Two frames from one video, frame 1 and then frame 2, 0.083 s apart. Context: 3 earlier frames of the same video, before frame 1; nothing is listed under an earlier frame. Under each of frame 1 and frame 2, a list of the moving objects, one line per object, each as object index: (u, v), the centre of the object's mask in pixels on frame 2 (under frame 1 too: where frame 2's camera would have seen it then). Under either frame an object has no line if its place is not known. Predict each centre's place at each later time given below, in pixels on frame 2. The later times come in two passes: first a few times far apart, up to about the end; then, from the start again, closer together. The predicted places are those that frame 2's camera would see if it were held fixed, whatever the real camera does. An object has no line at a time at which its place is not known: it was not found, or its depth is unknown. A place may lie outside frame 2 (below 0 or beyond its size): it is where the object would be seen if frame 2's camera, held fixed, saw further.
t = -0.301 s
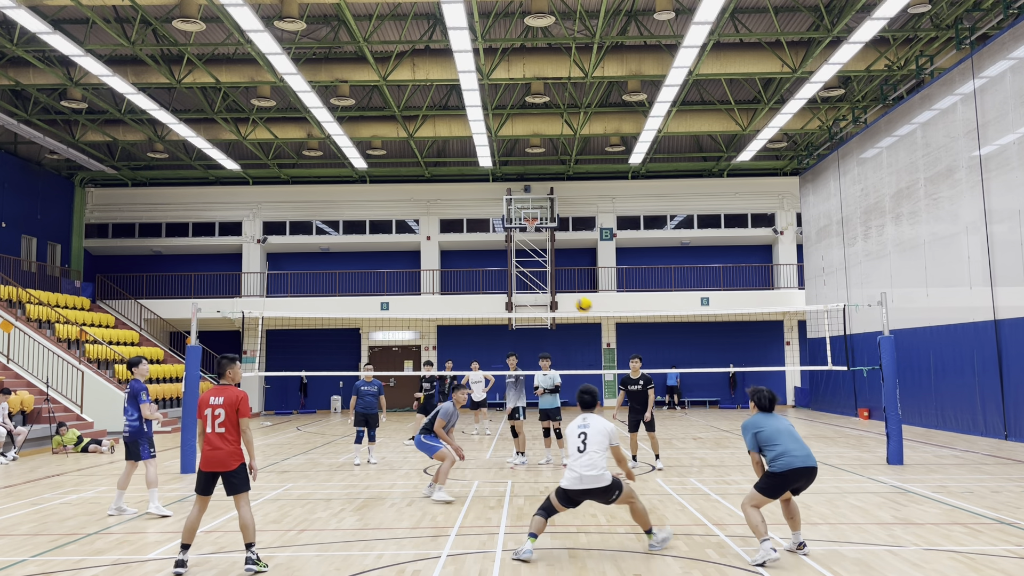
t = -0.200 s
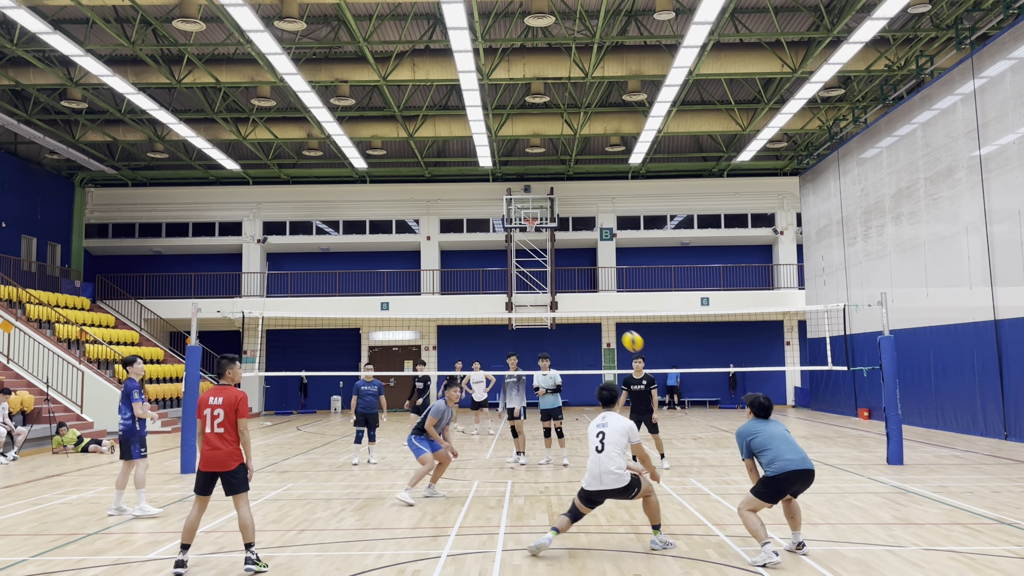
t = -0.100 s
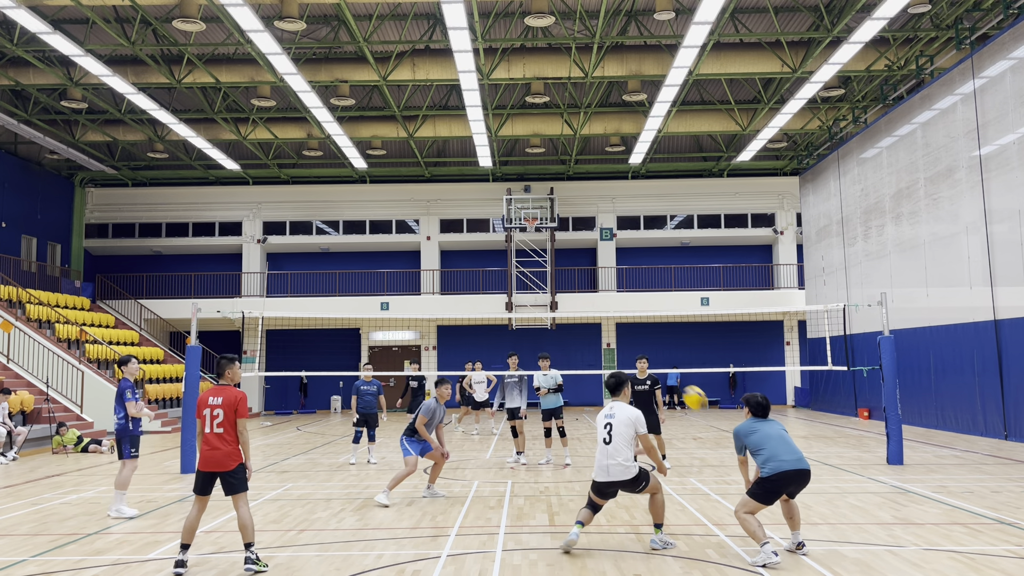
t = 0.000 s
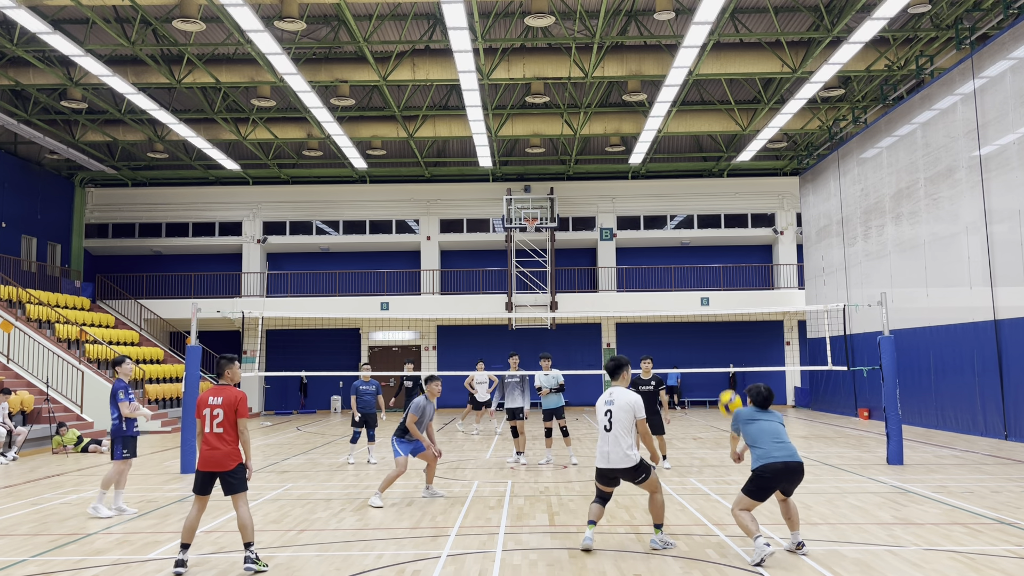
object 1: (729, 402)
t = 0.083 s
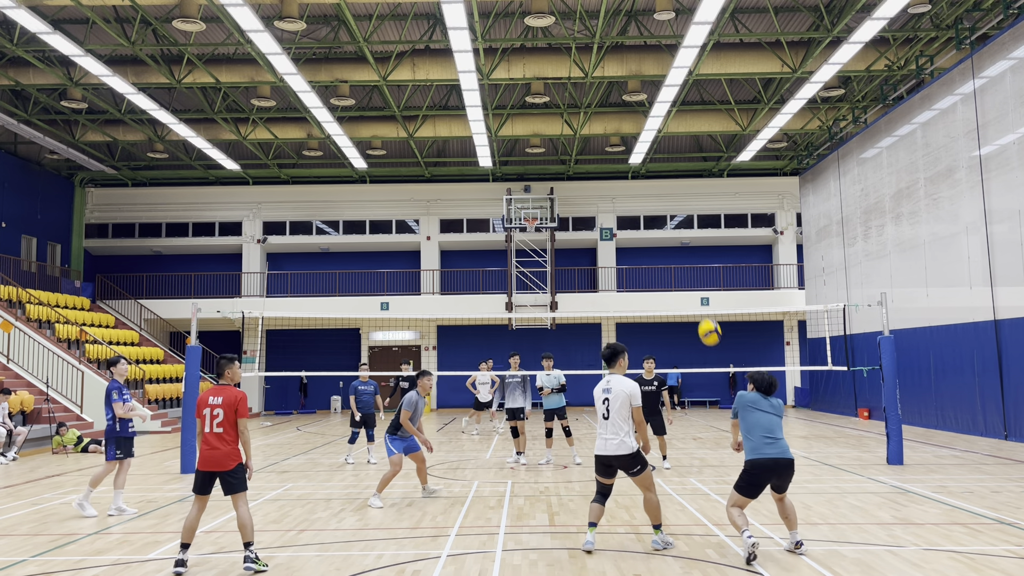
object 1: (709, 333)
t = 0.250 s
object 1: (675, 221)
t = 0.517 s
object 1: (632, 120)
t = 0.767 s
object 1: (599, 90)
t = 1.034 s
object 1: (569, 113)
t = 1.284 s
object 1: (545, 178)
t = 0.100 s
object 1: (706, 320)
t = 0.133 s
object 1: (698, 293)
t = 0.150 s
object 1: (694, 281)
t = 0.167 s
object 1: (691, 272)
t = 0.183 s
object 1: (688, 261)
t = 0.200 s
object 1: (684, 251)
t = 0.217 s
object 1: (681, 241)
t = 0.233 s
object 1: (678, 230)
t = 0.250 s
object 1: (675, 221)
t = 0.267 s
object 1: (672, 213)
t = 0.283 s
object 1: (669, 204)
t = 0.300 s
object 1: (666, 196)
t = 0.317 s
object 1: (663, 188)
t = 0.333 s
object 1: (660, 181)
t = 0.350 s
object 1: (658, 173)
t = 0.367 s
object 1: (655, 167)
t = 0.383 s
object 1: (653, 161)
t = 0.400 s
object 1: (651, 155)
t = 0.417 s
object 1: (648, 149)
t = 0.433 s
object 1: (644, 144)
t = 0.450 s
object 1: (641, 138)
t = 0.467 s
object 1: (638, 133)
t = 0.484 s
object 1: (636, 128)
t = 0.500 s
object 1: (634, 124)
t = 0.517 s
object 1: (632, 120)
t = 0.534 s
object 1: (630, 116)
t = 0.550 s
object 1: (627, 113)
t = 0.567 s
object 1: (625, 110)
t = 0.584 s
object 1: (623, 107)
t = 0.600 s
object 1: (620, 104)
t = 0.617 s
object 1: (618, 101)
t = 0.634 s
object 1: (616, 99)
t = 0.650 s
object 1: (614, 97)
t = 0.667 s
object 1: (612, 96)
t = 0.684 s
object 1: (609, 94)
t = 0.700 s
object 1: (607, 92)
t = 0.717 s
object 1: (605, 91)
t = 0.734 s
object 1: (603, 91)
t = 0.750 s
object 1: (601, 90)
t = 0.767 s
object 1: (599, 90)
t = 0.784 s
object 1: (597, 89)
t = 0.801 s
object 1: (595, 89)
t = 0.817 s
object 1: (593, 90)
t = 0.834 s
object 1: (591, 91)
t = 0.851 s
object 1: (589, 91)
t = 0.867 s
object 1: (587, 92)
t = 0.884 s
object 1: (585, 93)
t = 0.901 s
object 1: (583, 95)
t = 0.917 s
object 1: (582, 96)
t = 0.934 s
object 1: (580, 98)
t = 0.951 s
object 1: (578, 100)
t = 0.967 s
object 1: (576, 102)
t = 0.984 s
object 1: (574, 104)
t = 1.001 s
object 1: (572, 107)
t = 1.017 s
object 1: (571, 110)
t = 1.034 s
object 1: (569, 113)
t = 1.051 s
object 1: (568, 116)
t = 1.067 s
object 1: (566, 119)
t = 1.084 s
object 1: (564, 123)
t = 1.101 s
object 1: (563, 126)
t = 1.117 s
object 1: (561, 131)
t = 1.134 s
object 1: (559, 135)
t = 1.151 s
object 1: (557, 139)
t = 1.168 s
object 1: (556, 143)
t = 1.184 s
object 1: (554, 148)
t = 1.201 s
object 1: (552, 152)
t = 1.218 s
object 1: (551, 157)
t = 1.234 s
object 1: (549, 162)
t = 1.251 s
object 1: (548, 168)
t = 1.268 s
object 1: (546, 173)
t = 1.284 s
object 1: (545, 178)
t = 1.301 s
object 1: (543, 184)
